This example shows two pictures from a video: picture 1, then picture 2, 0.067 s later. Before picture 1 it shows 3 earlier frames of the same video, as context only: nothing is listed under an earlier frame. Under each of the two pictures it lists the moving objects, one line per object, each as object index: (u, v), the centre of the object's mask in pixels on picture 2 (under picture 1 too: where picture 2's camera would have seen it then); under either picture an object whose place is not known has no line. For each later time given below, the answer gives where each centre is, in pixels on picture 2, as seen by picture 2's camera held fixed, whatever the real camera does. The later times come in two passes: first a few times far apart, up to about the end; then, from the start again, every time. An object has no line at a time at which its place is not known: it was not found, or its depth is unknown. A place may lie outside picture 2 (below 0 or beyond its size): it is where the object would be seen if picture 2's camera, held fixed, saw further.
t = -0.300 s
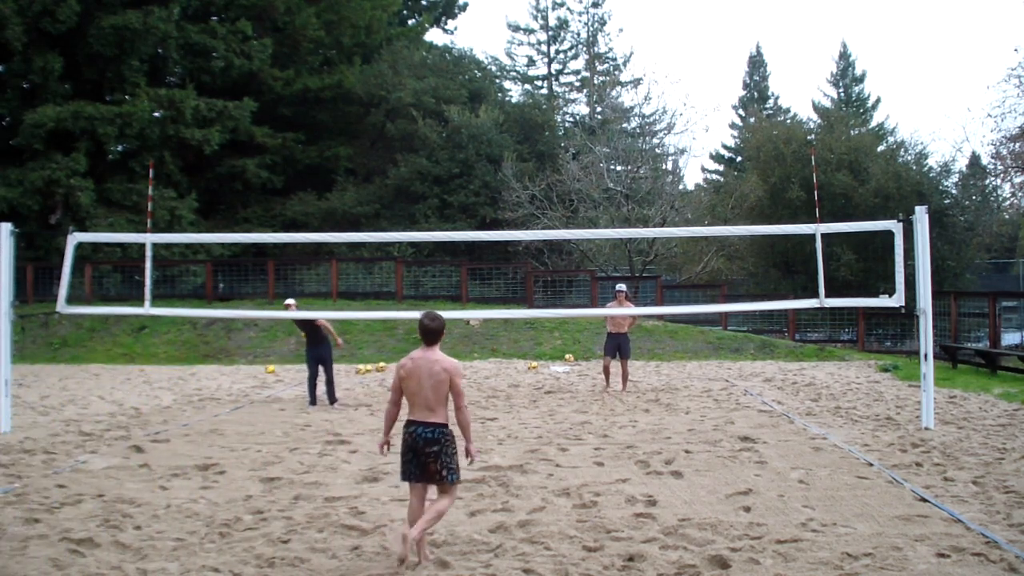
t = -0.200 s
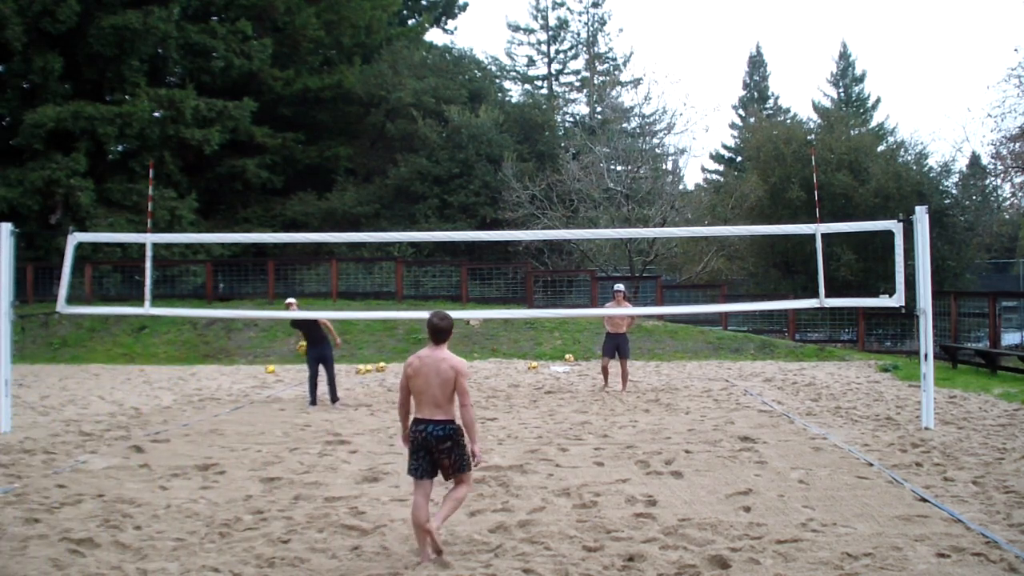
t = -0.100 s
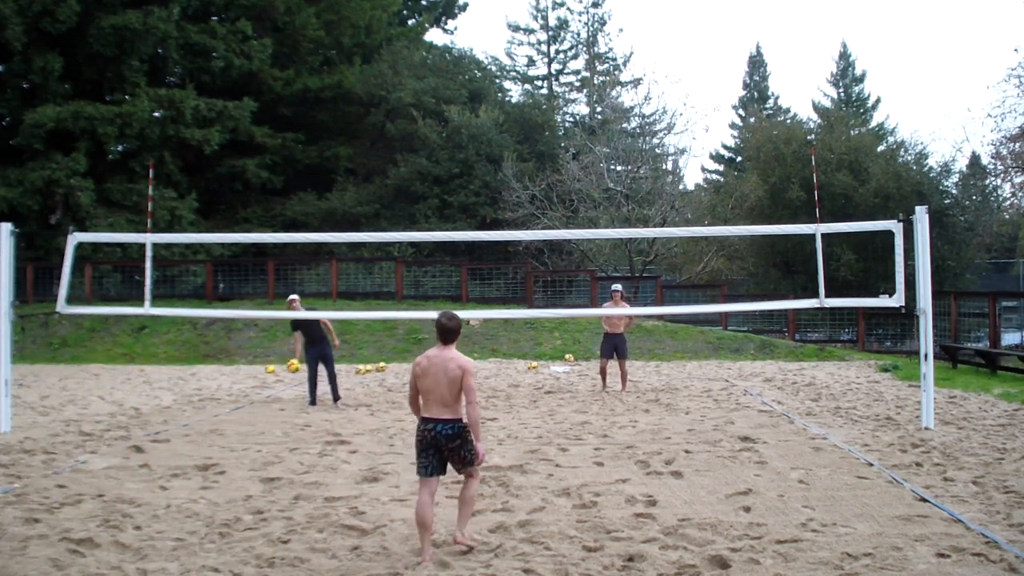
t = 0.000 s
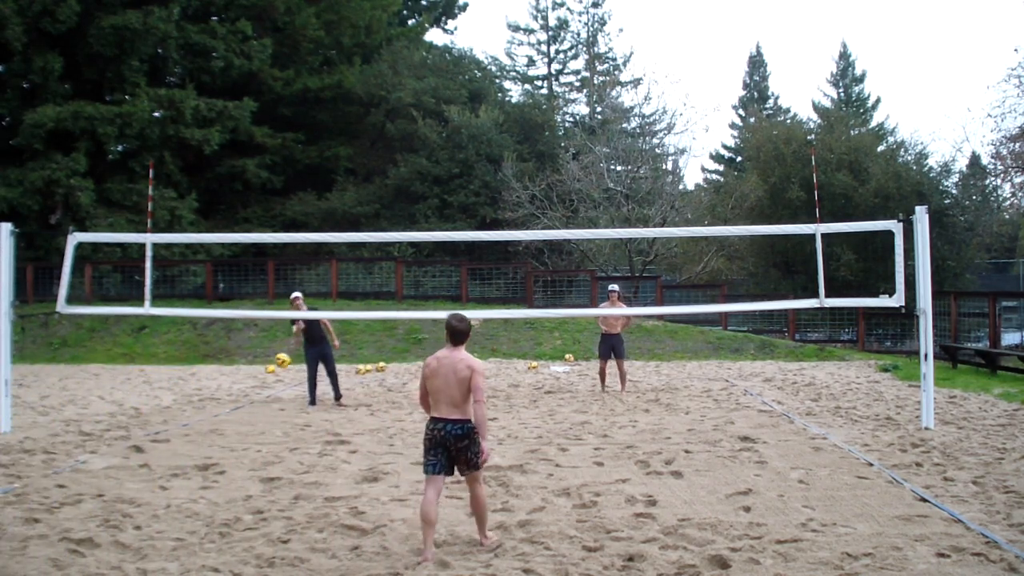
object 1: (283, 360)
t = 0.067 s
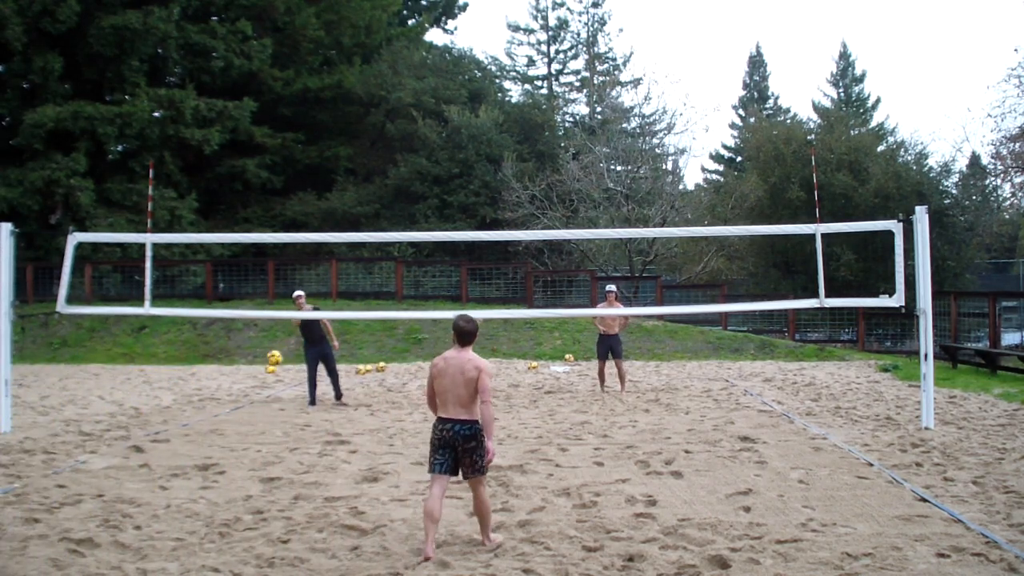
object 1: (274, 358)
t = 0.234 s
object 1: (250, 370)
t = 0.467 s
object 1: (205, 447)
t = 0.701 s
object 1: (161, 484)
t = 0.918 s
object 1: (124, 525)
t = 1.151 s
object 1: (108, 561)
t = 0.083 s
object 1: (272, 358)
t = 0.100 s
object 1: (270, 358)
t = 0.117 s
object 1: (268, 359)
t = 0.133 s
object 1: (266, 359)
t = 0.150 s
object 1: (263, 361)
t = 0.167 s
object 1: (261, 362)
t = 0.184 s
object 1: (258, 364)
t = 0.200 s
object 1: (256, 366)
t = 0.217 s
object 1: (253, 368)
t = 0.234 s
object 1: (250, 370)
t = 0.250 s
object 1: (247, 373)
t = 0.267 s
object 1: (245, 377)
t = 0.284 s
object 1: (242, 380)
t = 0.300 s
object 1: (239, 384)
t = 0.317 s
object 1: (236, 390)
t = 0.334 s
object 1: (233, 393)
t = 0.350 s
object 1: (230, 398)
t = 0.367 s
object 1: (227, 404)
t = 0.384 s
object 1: (223, 409)
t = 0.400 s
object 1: (219, 416)
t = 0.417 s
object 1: (216, 423)
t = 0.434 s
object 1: (212, 430)
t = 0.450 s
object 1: (208, 438)
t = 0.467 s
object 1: (205, 447)
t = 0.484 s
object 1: (201, 456)
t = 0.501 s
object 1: (197, 465)
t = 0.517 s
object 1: (193, 476)
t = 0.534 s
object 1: (189, 477)
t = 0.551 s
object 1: (187, 476)
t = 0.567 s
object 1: (184, 476)
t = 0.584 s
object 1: (181, 476)
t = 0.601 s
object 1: (179, 476)
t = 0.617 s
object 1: (176, 476)
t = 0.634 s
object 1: (172, 476)
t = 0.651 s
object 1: (170, 477)
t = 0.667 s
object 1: (167, 479)
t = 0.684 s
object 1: (164, 481)
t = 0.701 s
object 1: (161, 484)
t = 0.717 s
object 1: (158, 486)
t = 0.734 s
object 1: (154, 489)
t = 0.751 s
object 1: (151, 492)
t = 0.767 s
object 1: (148, 496)
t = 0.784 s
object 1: (145, 501)
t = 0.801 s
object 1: (141, 506)
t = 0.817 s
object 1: (137, 512)
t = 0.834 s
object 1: (133, 517)
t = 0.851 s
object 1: (130, 522)
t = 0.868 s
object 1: (127, 527)
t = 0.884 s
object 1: (126, 527)
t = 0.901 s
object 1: (125, 527)
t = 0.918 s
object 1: (124, 525)
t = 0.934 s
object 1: (123, 524)
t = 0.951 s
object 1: (121, 524)
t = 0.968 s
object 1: (120, 524)
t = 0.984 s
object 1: (119, 525)
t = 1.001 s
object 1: (118, 527)
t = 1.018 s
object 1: (117, 529)
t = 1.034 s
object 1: (116, 531)
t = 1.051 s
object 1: (115, 534)
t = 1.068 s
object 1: (114, 537)
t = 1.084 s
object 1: (112, 540)
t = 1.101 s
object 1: (112, 545)
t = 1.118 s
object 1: (110, 550)
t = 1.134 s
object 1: (109, 555)
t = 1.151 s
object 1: (108, 561)
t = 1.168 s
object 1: (107, 564)
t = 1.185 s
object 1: (106, 567)
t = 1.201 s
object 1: (105, 570)
